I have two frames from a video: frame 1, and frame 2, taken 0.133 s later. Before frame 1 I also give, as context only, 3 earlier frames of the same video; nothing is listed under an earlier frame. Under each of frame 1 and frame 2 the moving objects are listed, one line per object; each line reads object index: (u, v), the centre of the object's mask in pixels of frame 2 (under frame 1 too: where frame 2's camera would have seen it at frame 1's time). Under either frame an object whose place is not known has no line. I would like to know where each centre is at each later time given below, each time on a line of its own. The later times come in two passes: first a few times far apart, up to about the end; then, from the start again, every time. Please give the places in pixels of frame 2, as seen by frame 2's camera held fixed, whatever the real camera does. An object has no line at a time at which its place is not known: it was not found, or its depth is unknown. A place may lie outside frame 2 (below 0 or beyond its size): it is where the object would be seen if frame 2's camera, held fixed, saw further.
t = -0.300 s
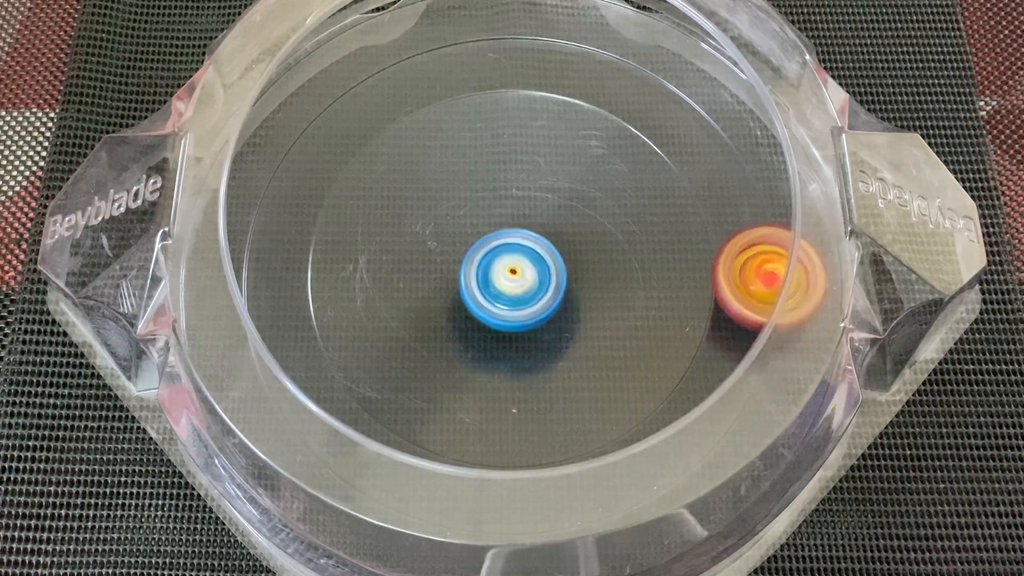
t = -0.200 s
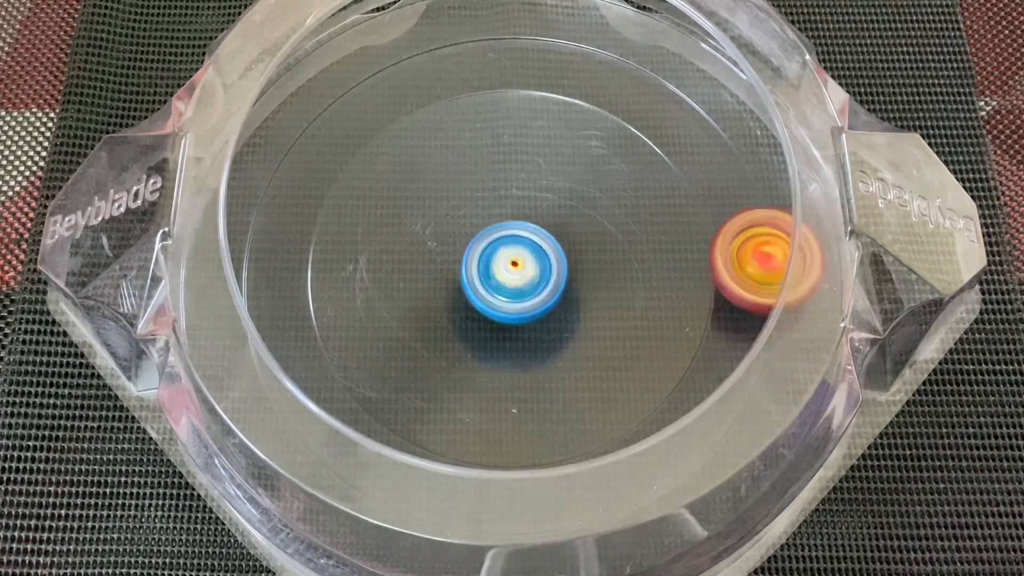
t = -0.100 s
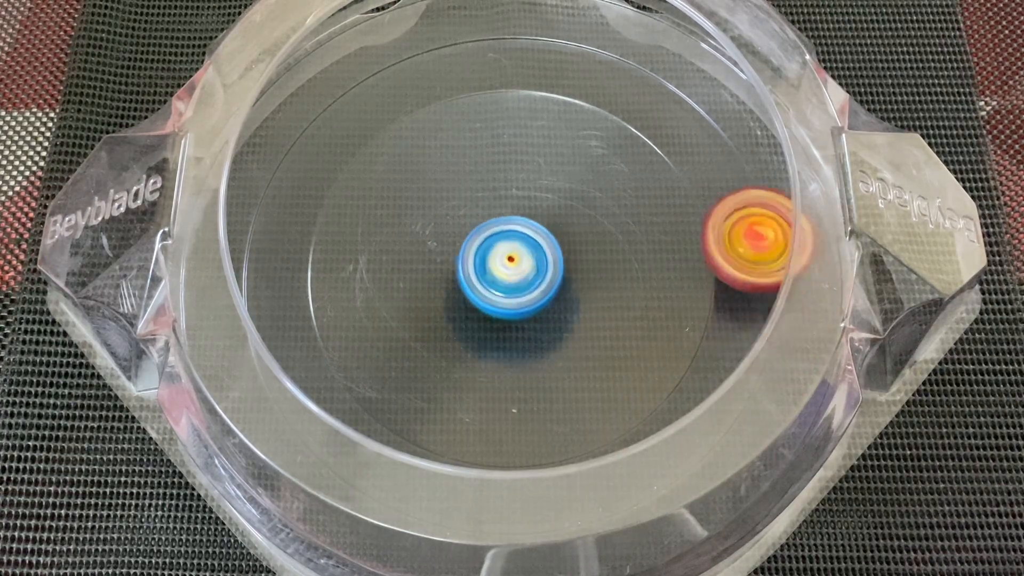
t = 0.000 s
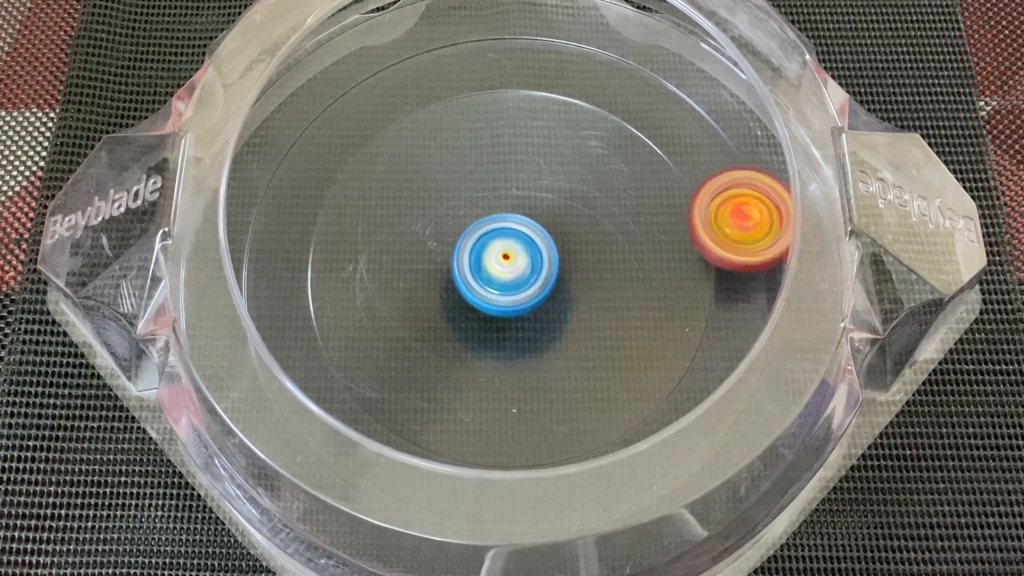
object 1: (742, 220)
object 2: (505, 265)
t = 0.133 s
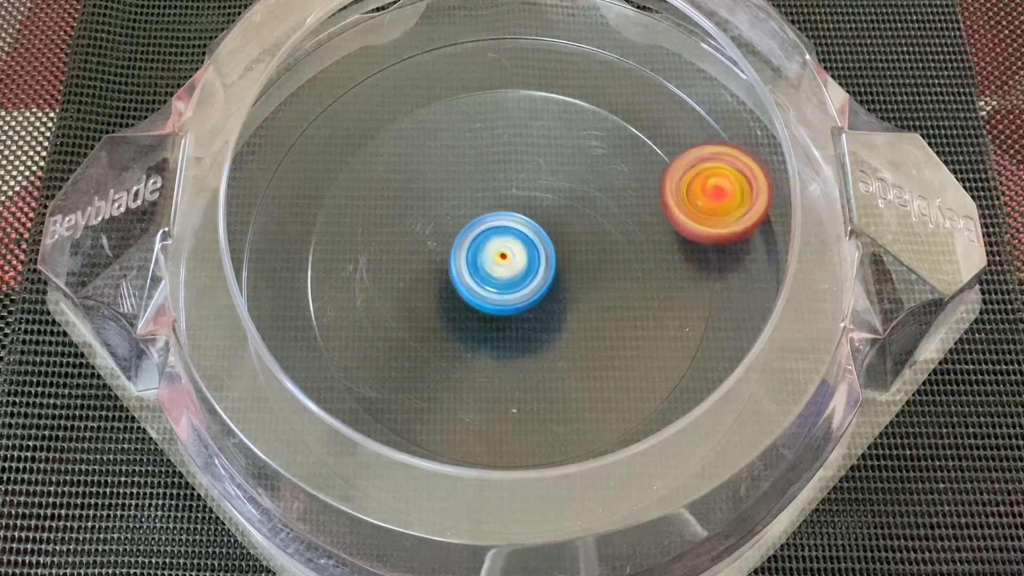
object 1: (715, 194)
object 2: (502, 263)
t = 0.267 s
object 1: (654, 159)
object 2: (503, 263)
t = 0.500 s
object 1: (423, 161)
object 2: (504, 266)
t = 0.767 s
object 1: (397, 407)
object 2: (512, 263)
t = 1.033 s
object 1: (663, 368)
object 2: (514, 261)
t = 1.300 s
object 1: (582, 143)
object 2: (513, 265)
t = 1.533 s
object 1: (358, 170)
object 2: (517, 270)
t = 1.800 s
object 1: (385, 394)
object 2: (515, 269)
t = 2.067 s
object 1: (636, 344)
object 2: (508, 271)
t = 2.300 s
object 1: (604, 137)
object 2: (504, 274)
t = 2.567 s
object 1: (393, 127)
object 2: (505, 270)
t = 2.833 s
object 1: (385, 341)
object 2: (502, 266)
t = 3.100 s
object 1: (632, 348)
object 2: (506, 267)
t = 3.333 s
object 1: (652, 171)
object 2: (510, 262)
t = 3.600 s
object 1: (460, 137)
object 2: (510, 261)
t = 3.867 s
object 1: (413, 339)
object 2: (517, 264)
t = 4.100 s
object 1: (591, 387)
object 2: (517, 264)
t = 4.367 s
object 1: (642, 229)
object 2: (513, 271)
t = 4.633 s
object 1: (453, 182)
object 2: (511, 271)
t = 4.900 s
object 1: (408, 348)
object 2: (507, 274)
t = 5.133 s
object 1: (550, 379)
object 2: (507, 269)
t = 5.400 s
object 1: (600, 216)
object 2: (499, 264)
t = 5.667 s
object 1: (444, 171)
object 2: (503, 263)
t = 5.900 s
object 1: (407, 297)
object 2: (511, 263)
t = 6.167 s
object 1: (558, 352)
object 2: (528, 252)
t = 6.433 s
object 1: (631, 247)
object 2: (513, 239)
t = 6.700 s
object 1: (545, 176)
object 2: (489, 264)
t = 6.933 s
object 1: (456, 203)
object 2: (487, 301)
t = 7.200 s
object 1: (443, 260)
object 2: (524, 337)
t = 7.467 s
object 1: (489, 251)
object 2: (561, 331)
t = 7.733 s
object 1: (500, 204)
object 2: (563, 296)
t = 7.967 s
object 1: (473, 183)
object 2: (558, 290)
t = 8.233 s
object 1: (453, 199)
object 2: (544, 275)
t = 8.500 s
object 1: (441, 222)
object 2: (535, 276)
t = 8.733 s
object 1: (444, 228)
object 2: (537, 289)
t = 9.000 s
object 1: (467, 223)
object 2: (558, 306)
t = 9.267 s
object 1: (504, 212)
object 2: (558, 302)
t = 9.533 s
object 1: (514, 198)
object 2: (535, 298)
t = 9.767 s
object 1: (516, 192)
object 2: (509, 293)
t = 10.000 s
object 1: (526, 181)
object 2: (492, 278)
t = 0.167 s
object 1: (707, 188)
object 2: (502, 263)
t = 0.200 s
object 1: (696, 180)
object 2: (502, 263)
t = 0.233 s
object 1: (677, 170)
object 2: (503, 263)
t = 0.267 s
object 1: (654, 159)
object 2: (503, 263)
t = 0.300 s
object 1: (627, 147)
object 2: (503, 264)
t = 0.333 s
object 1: (595, 136)
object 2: (504, 264)
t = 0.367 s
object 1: (562, 129)
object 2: (503, 264)
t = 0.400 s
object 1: (526, 127)
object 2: (504, 265)
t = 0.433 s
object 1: (491, 132)
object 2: (504, 265)
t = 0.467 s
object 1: (455, 143)
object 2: (503, 265)
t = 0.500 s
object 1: (423, 161)
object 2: (504, 266)
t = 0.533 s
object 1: (395, 187)
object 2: (504, 266)
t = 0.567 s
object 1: (372, 217)
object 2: (505, 267)
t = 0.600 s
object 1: (356, 249)
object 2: (506, 267)
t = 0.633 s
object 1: (351, 285)
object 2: (507, 266)
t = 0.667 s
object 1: (352, 320)
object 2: (509, 266)
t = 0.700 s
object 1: (360, 353)
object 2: (509, 265)
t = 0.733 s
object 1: (377, 382)
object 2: (510, 265)
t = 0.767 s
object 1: (397, 407)
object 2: (512, 263)
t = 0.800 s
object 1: (424, 428)
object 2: (512, 263)
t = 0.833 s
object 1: (459, 442)
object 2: (513, 262)
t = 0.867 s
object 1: (500, 449)
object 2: (513, 261)
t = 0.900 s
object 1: (540, 448)
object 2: (514, 261)
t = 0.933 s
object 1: (574, 440)
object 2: (514, 261)
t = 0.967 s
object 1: (608, 423)
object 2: (514, 261)
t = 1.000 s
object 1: (637, 393)
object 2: (514, 261)
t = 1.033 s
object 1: (663, 368)
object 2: (514, 261)
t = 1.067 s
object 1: (677, 338)
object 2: (514, 261)
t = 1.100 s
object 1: (683, 307)
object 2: (513, 261)
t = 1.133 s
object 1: (682, 274)
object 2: (512, 262)
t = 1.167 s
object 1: (673, 243)
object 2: (512, 262)
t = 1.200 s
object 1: (659, 212)
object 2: (512, 263)
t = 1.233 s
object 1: (637, 184)
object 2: (512, 264)
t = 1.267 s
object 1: (613, 161)
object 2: (512, 265)
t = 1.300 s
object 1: (582, 143)
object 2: (513, 265)
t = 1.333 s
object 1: (550, 129)
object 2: (513, 266)
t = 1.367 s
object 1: (515, 120)
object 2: (514, 267)
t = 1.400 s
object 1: (480, 119)
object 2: (515, 268)
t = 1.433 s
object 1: (445, 124)
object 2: (516, 269)
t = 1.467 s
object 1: (412, 134)
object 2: (516, 269)
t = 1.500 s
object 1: (383, 149)
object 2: (517, 270)
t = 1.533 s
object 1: (358, 170)
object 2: (517, 270)
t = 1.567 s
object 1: (338, 193)
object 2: (518, 271)
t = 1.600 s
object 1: (321, 220)
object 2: (518, 270)
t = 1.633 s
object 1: (312, 249)
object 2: (518, 271)
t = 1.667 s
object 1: (309, 280)
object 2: (517, 270)
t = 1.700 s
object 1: (319, 314)
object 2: (517, 270)
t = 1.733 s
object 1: (335, 349)
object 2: (516, 269)
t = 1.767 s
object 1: (359, 374)
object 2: (516, 269)
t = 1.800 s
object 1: (385, 394)
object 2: (515, 269)
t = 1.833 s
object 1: (417, 409)
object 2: (515, 269)
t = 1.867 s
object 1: (448, 418)
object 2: (514, 269)
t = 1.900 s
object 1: (483, 422)
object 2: (514, 269)
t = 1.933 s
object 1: (518, 420)
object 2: (513, 269)
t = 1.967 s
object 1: (554, 411)
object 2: (513, 270)
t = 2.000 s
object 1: (586, 394)
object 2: (511, 270)
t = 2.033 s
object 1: (615, 371)
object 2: (510, 271)
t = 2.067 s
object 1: (636, 344)
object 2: (508, 271)
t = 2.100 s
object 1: (652, 313)
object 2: (508, 272)
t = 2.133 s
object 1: (660, 280)
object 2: (506, 272)
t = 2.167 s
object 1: (662, 246)
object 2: (506, 273)
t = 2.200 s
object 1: (655, 216)
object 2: (505, 274)
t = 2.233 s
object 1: (643, 185)
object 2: (505, 274)
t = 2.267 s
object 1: (626, 160)
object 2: (504, 275)
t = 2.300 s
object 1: (604, 137)
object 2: (504, 274)
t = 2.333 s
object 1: (580, 118)
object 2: (504, 274)
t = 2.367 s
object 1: (552, 104)
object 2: (504, 273)
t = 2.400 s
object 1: (526, 96)
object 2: (504, 273)
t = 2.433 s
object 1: (496, 92)
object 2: (504, 272)
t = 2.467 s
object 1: (469, 94)
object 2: (505, 272)
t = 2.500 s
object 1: (441, 101)
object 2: (504, 271)
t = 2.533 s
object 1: (415, 111)
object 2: (505, 270)
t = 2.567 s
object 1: (393, 127)
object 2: (505, 270)
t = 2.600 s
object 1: (374, 145)
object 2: (505, 269)
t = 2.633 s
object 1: (359, 170)
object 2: (505, 268)
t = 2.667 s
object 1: (348, 196)
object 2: (504, 267)
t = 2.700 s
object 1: (343, 225)
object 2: (505, 267)
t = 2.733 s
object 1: (342, 255)
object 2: (504, 267)
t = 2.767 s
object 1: (350, 285)
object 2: (504, 266)
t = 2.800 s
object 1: (363, 314)
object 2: (503, 267)
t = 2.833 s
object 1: (385, 341)
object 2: (502, 266)
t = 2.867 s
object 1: (410, 363)
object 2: (502, 266)
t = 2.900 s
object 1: (441, 380)
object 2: (500, 266)
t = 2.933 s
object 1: (475, 391)
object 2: (501, 266)
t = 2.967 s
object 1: (509, 395)
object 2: (501, 266)
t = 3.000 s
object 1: (545, 392)
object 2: (502, 266)
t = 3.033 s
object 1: (577, 382)
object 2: (503, 267)
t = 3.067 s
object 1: (607, 366)
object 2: (504, 267)
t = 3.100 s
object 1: (632, 348)
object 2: (506, 267)
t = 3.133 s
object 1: (652, 324)
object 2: (506, 268)
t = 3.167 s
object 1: (667, 299)
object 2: (507, 267)
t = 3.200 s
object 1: (675, 271)
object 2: (508, 267)
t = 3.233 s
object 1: (678, 243)
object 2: (508, 266)
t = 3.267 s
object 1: (674, 218)
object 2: (509, 265)
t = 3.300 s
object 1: (665, 193)
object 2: (509, 264)
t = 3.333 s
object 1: (652, 171)
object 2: (510, 262)
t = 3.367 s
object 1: (635, 152)
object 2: (511, 262)
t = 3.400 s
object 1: (615, 136)
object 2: (511, 261)
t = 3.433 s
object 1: (592, 126)
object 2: (512, 260)
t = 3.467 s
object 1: (565, 119)
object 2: (512, 261)
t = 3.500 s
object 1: (540, 117)
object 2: (511, 260)
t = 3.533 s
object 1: (512, 119)
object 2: (511, 260)
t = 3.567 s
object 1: (485, 125)
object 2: (511, 261)
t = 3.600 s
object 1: (460, 137)
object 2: (510, 261)
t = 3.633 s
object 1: (436, 155)
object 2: (511, 261)
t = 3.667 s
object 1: (417, 175)
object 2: (511, 263)
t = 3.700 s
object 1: (402, 200)
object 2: (511, 263)
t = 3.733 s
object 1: (391, 228)
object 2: (513, 264)
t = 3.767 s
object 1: (386, 257)
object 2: (514, 264)
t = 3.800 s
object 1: (388, 286)
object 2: (515, 264)
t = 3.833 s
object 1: (398, 314)
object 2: (517, 264)
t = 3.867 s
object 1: (413, 339)
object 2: (517, 264)
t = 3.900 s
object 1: (432, 361)
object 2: (518, 263)
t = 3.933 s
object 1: (457, 378)
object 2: (519, 263)
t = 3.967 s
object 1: (484, 391)
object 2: (519, 263)
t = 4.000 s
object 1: (511, 399)
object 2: (519, 263)
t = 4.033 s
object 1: (540, 399)
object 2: (520, 264)
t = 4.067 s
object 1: (566, 397)
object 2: (518, 264)
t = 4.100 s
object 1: (591, 387)
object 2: (517, 264)
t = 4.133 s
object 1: (614, 373)
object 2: (517, 265)
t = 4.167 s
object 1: (631, 358)
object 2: (515, 265)
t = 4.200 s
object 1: (644, 338)
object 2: (514, 265)
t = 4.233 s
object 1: (655, 316)
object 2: (514, 266)
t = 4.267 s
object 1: (658, 295)
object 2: (513, 267)
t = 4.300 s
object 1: (658, 272)
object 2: (512, 268)
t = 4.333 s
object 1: (653, 249)
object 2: (513, 269)
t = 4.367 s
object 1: (642, 229)
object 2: (513, 271)
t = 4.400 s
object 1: (626, 211)
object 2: (513, 271)
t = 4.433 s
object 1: (608, 193)
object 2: (514, 271)
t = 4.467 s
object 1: (586, 181)
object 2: (514, 271)
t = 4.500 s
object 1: (561, 172)
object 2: (514, 271)
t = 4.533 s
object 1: (534, 166)
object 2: (514, 271)
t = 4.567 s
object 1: (507, 166)
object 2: (514, 271)
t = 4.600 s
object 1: (479, 172)
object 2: (512, 271)
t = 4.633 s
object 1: (453, 182)
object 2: (511, 271)
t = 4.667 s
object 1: (431, 197)
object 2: (510, 271)
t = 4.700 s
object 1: (411, 216)
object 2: (509, 273)
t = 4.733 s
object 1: (397, 237)
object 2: (508, 274)
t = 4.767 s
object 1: (387, 260)
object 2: (507, 274)
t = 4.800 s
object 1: (385, 284)
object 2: (507, 274)
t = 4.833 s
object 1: (388, 307)
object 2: (507, 275)
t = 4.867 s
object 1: (396, 328)
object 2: (507, 275)
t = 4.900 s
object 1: (408, 348)
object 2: (507, 274)
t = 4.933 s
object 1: (422, 364)
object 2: (508, 275)
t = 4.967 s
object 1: (441, 376)
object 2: (508, 274)
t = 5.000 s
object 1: (461, 384)
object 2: (508, 273)
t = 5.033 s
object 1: (482, 389)
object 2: (508, 272)
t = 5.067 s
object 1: (504, 390)
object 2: (508, 272)
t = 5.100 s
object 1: (529, 386)
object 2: (508, 271)
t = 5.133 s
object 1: (550, 379)
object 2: (507, 269)
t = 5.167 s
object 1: (569, 366)
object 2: (507, 268)
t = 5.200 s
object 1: (586, 348)
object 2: (507, 268)
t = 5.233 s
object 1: (600, 330)
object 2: (505, 267)
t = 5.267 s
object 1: (609, 308)
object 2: (504, 267)
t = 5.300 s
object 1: (612, 284)
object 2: (504, 266)
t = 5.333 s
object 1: (613, 260)
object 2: (504, 266)
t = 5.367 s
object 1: (610, 238)
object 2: (500, 265)
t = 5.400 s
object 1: (600, 216)
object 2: (499, 264)
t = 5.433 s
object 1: (585, 195)
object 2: (499, 263)
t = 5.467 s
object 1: (569, 180)
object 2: (500, 263)
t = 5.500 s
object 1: (550, 169)
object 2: (501, 263)
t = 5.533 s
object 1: (528, 161)
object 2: (501, 263)
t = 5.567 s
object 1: (505, 156)
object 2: (502, 262)
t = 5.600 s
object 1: (484, 156)
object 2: (502, 262)
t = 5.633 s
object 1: (463, 162)
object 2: (503, 262)
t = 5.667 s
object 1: (444, 171)
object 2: (503, 263)
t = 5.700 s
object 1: (427, 182)
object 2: (503, 262)
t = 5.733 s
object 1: (414, 197)
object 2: (504, 262)
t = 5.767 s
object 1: (404, 216)
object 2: (505, 262)
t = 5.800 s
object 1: (398, 235)
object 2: (506, 263)
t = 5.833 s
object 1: (395, 256)
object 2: (507, 263)
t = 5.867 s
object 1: (399, 276)
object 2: (507, 263)
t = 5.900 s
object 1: (407, 297)
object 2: (511, 263)
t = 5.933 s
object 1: (415, 317)
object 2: (514, 262)
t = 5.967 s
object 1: (429, 334)
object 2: (517, 261)
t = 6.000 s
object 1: (448, 348)
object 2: (519, 259)
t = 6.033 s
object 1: (469, 357)
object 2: (521, 257)
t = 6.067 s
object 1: (491, 364)
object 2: (523, 256)
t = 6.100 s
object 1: (514, 365)
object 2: (525, 255)
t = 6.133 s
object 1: (537, 361)
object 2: (527, 254)
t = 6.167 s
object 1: (558, 352)
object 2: (528, 252)
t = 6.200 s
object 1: (578, 339)
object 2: (529, 251)
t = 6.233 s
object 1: (596, 331)
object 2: (527, 244)
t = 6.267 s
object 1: (611, 318)
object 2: (524, 239)
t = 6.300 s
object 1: (622, 303)
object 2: (522, 237)
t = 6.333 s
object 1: (627, 296)
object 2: (520, 237)
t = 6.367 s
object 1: (632, 279)
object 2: (517, 236)
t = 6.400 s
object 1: (633, 263)
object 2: (515, 237)
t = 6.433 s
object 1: (631, 247)
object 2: (513, 239)
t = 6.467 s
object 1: (625, 233)
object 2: (510, 241)
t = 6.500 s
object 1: (616, 220)
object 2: (508, 243)
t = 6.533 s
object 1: (609, 208)
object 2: (501, 246)
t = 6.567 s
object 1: (600, 197)
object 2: (496, 249)
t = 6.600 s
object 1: (588, 188)
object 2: (494, 252)
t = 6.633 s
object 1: (575, 181)
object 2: (492, 256)
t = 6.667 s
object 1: (561, 177)
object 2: (490, 260)
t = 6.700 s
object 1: (545, 176)
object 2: (489, 264)
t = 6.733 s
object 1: (531, 174)
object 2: (486, 270)
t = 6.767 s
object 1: (516, 175)
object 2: (485, 274)
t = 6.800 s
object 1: (501, 178)
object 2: (484, 279)
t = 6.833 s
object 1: (489, 180)
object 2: (484, 286)
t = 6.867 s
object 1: (477, 184)
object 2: (484, 293)
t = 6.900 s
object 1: (466, 193)
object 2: (485, 297)
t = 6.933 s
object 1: (456, 203)
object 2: (487, 301)
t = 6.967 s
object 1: (449, 210)
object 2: (490, 311)
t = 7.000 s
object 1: (443, 218)
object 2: (494, 317)
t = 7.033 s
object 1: (439, 229)
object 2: (497, 320)
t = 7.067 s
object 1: (437, 239)
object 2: (501, 323)
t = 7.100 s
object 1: (436, 244)
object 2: (507, 328)
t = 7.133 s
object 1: (436, 250)
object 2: (513, 331)
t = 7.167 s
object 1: (440, 258)
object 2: (517, 333)
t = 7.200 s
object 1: (443, 260)
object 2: (524, 337)
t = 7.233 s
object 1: (445, 261)
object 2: (531, 340)
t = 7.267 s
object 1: (451, 263)
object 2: (536, 341)
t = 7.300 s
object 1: (457, 264)
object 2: (540, 340)
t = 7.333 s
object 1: (464, 265)
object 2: (545, 339)
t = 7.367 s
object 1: (472, 265)
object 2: (549, 337)
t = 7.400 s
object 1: (478, 262)
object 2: (554, 337)
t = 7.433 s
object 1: (484, 257)
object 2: (557, 334)
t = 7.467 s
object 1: (489, 251)
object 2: (561, 331)
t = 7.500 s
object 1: (494, 245)
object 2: (563, 327)
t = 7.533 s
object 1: (498, 239)
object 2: (565, 323)
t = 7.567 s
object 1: (501, 233)
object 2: (565, 318)
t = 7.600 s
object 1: (503, 227)
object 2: (566, 312)
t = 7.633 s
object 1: (504, 222)
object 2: (566, 307)
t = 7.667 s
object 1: (504, 217)
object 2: (565, 301)
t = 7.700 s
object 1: (503, 212)
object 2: (564, 297)
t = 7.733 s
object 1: (500, 204)
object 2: (563, 296)
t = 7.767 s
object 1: (497, 200)
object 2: (561, 290)
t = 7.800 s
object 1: (494, 197)
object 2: (560, 285)
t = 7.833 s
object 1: (491, 196)
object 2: (558, 280)
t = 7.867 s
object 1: (489, 195)
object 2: (557, 277)
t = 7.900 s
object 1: (482, 187)
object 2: (560, 286)
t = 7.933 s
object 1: (477, 183)
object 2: (560, 290)
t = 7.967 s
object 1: (473, 183)
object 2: (558, 290)
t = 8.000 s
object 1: (469, 183)
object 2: (555, 287)
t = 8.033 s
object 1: (467, 186)
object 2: (552, 283)
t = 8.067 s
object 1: (465, 190)
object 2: (550, 278)
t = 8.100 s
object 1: (465, 195)
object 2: (546, 274)
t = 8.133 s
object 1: (465, 200)
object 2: (544, 271)
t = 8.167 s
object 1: (460, 196)
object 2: (548, 275)
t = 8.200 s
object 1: (457, 197)
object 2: (546, 277)
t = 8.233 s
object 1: (453, 199)
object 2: (544, 275)
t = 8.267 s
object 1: (451, 203)
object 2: (542, 273)
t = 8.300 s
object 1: (451, 209)
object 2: (540, 271)
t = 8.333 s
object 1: (450, 210)
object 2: (541, 272)
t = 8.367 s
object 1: (447, 213)
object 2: (540, 273)
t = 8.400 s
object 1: (445, 214)
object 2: (539, 274)
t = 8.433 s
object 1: (442, 216)
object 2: (538, 276)
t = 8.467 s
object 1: (441, 219)
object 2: (536, 276)
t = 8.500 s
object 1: (441, 222)
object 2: (535, 276)
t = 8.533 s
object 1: (438, 219)
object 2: (538, 281)
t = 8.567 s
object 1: (436, 219)
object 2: (539, 283)
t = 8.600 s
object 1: (434, 219)
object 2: (539, 284)
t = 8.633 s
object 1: (434, 222)
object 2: (538, 285)
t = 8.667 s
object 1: (437, 225)
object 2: (537, 286)
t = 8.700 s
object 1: (442, 228)
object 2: (536, 287)
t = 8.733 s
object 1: (444, 228)
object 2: (537, 289)
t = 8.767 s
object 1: (446, 226)
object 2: (541, 295)
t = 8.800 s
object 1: (447, 226)
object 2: (543, 296)
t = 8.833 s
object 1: (451, 228)
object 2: (545, 297)
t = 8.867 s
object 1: (455, 229)
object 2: (545, 297)
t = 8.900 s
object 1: (461, 232)
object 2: (546, 297)
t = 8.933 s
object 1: (463, 226)
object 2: (553, 303)
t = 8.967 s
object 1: (464, 224)
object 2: (556, 306)
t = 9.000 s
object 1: (467, 223)
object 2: (558, 306)
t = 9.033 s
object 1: (472, 223)
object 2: (560, 306)
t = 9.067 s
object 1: (477, 222)
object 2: (561, 305)
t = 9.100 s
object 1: (482, 221)
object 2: (561, 304)
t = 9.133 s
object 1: (488, 221)
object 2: (560, 303)
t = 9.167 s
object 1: (492, 222)
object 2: (560, 301)
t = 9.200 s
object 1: (497, 217)
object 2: (561, 304)
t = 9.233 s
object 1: (501, 214)
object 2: (559, 304)
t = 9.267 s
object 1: (504, 212)
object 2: (558, 302)
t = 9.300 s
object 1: (507, 210)
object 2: (555, 301)
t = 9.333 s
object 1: (509, 206)
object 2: (553, 303)
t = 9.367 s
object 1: (511, 203)
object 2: (550, 303)
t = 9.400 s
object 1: (513, 201)
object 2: (547, 302)
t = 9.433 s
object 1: (513, 200)
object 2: (545, 301)
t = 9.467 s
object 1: (513, 200)
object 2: (542, 300)
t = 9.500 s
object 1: (515, 198)
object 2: (539, 300)
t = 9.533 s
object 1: (514, 198)
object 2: (535, 298)
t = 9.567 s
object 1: (514, 194)
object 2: (531, 299)
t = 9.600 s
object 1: (513, 192)
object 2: (526, 300)
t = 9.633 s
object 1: (513, 191)
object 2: (522, 298)
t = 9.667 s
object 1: (513, 192)
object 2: (520, 296)
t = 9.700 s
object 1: (513, 193)
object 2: (517, 295)
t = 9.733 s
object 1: (515, 193)
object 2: (514, 295)
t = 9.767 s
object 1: (516, 192)
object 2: (509, 293)
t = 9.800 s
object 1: (518, 188)
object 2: (506, 291)
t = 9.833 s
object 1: (519, 187)
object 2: (503, 289)
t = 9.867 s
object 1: (521, 187)
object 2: (500, 288)
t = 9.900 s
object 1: (522, 185)
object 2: (498, 286)
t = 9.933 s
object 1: (524, 182)
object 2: (496, 284)
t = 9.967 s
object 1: (526, 181)
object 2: (493, 281)
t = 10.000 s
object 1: (526, 181)
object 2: (492, 278)
